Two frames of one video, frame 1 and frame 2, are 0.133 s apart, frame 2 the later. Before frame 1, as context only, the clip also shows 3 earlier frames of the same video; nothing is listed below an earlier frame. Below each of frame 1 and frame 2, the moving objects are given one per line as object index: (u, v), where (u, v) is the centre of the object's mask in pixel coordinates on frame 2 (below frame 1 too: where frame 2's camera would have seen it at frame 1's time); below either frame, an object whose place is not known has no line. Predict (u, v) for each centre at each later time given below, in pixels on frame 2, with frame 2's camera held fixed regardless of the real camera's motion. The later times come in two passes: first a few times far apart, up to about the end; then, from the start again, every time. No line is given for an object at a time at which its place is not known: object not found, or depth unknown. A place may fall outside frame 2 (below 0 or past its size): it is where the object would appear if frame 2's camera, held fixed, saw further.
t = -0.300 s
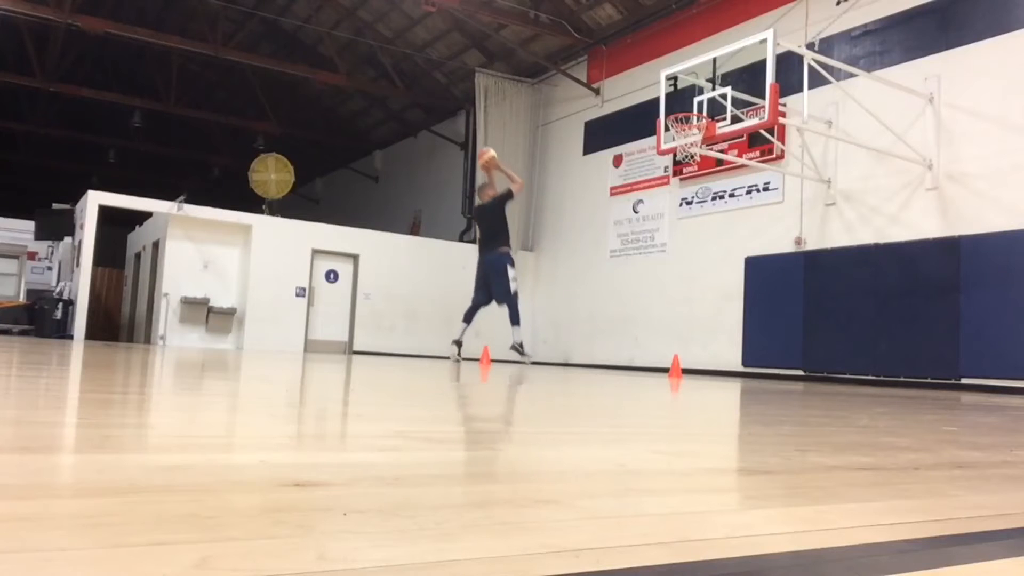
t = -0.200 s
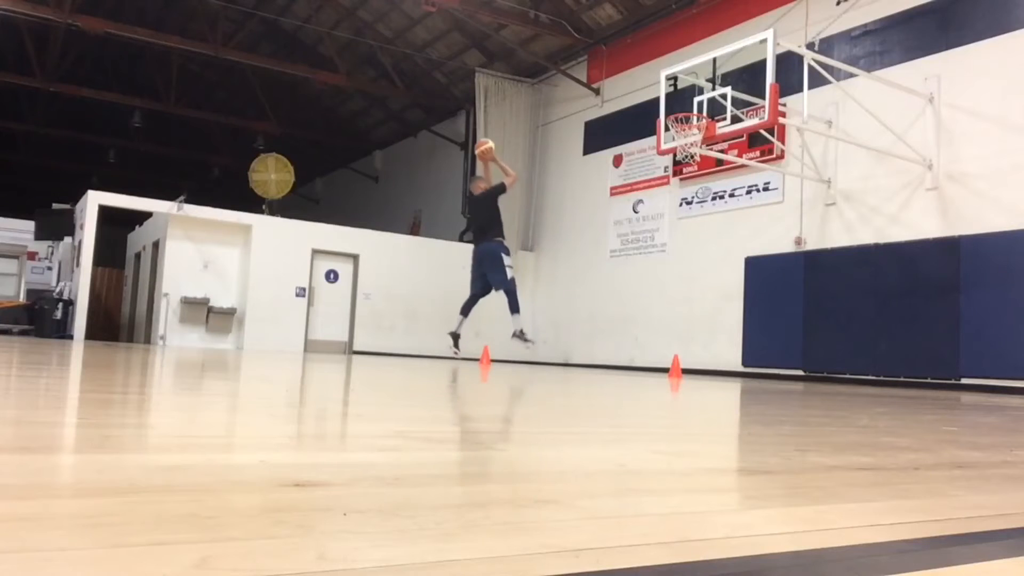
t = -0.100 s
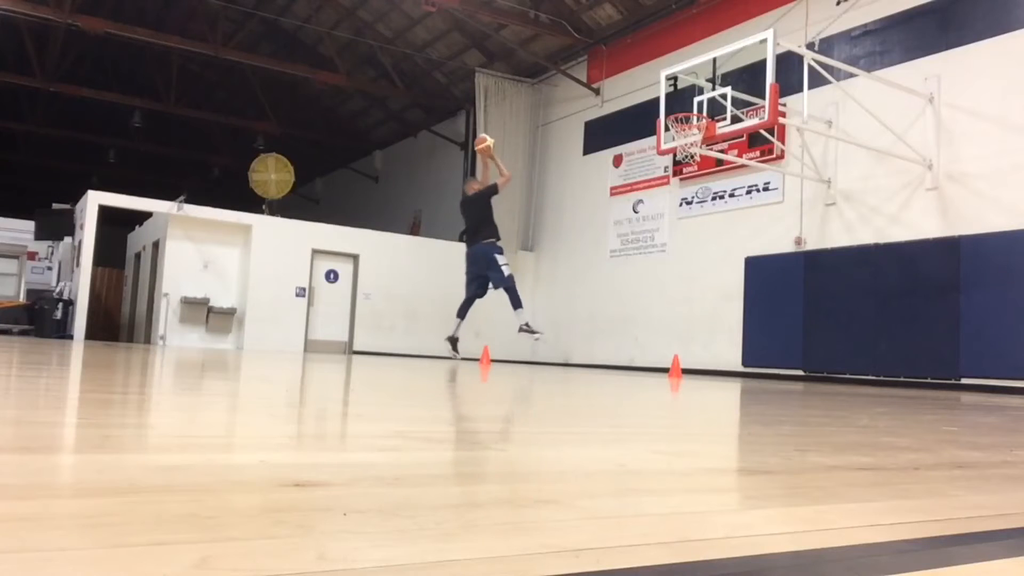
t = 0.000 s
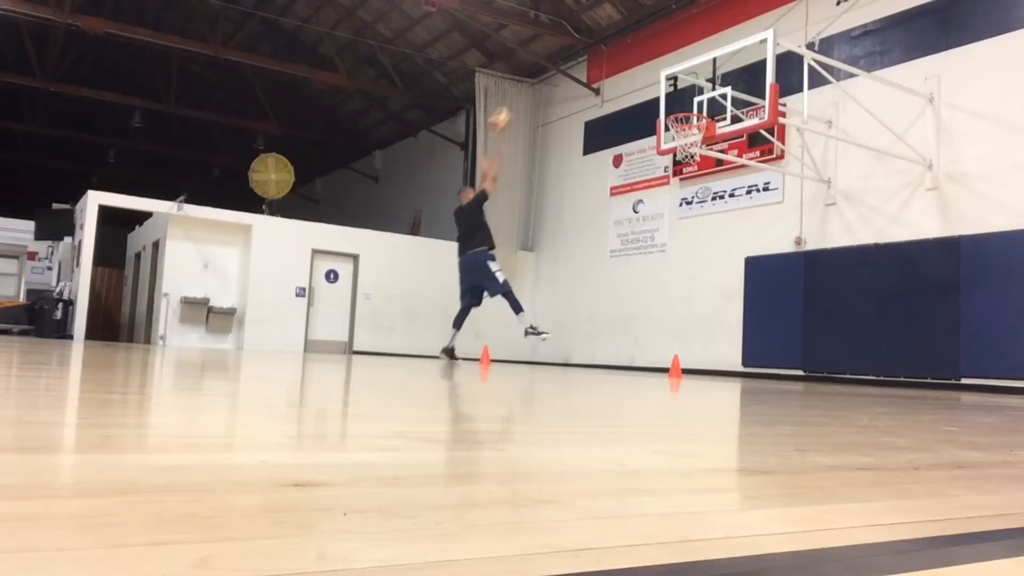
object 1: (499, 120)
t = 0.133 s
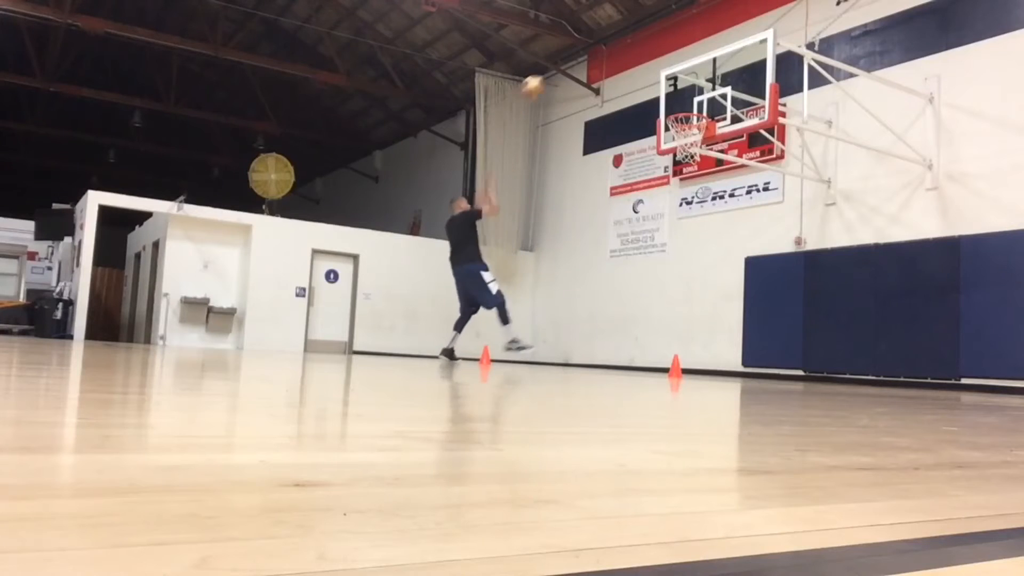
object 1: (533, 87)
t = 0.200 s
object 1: (547, 75)
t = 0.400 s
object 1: (593, 63)
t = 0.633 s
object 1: (642, 87)
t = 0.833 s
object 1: (659, 107)
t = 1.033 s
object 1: (644, 110)
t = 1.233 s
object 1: (628, 141)
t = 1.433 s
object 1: (611, 203)
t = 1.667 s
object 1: (591, 308)
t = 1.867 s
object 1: (580, 320)
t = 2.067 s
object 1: (577, 261)
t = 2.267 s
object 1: (573, 231)
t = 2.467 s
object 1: (567, 229)
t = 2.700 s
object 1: (560, 260)
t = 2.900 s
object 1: (552, 314)
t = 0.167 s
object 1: (541, 80)
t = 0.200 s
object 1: (547, 75)
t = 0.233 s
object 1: (556, 72)
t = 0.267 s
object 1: (563, 68)
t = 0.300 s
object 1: (570, 65)
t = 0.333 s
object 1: (578, 63)
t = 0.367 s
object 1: (586, 63)
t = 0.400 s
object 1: (593, 63)
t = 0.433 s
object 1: (600, 64)
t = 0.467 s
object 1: (607, 65)
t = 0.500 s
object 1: (614, 68)
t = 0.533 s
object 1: (621, 71)
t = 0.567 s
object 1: (628, 76)
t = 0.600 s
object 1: (636, 82)
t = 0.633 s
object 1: (642, 87)
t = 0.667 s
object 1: (649, 95)
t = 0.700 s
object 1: (656, 102)
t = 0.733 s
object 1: (662, 109)
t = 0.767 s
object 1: (664, 112)
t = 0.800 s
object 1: (662, 110)
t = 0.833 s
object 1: (659, 107)
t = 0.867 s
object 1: (657, 105)
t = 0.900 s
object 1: (654, 105)
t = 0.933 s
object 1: (651, 105)
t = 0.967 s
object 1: (649, 106)
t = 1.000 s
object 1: (647, 108)
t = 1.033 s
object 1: (644, 110)
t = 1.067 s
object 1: (641, 113)
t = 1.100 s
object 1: (638, 118)
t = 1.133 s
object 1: (636, 123)
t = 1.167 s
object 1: (633, 128)
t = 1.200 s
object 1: (630, 134)
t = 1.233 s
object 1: (628, 141)
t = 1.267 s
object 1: (625, 149)
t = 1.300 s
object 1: (622, 158)
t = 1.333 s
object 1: (619, 169)
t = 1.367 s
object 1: (616, 178)
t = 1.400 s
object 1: (613, 192)
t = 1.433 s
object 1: (611, 203)
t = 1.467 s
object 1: (608, 216)
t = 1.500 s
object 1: (605, 230)
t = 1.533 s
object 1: (602, 243)
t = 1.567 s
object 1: (600, 258)
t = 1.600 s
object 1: (597, 274)
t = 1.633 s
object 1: (594, 290)
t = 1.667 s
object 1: (591, 308)
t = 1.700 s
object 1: (588, 326)
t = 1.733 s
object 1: (585, 343)
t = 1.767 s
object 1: (582, 357)
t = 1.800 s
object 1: (581, 346)
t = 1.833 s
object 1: (581, 332)
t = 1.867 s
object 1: (580, 320)
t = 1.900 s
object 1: (580, 308)
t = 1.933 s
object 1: (579, 296)
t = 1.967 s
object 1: (579, 286)
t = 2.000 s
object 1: (578, 276)
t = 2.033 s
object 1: (578, 268)
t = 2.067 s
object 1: (577, 261)
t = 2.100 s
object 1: (577, 254)
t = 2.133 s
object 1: (576, 248)
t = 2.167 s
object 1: (575, 242)
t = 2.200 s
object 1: (574, 237)
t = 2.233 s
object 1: (573, 234)
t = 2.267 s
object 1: (573, 231)
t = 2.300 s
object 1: (572, 229)
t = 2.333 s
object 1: (571, 227)
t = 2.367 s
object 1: (570, 226)
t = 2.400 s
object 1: (569, 227)
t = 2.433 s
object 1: (568, 228)
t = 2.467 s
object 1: (567, 229)
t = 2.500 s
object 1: (566, 231)
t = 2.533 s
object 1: (565, 234)
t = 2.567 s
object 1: (564, 238)
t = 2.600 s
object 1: (563, 243)
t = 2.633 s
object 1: (562, 248)
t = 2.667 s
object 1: (561, 253)
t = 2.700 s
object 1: (560, 260)
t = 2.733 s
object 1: (558, 267)
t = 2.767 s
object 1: (557, 275)
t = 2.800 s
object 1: (556, 285)
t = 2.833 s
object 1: (554, 294)
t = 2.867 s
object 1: (553, 304)
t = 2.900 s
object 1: (552, 314)
